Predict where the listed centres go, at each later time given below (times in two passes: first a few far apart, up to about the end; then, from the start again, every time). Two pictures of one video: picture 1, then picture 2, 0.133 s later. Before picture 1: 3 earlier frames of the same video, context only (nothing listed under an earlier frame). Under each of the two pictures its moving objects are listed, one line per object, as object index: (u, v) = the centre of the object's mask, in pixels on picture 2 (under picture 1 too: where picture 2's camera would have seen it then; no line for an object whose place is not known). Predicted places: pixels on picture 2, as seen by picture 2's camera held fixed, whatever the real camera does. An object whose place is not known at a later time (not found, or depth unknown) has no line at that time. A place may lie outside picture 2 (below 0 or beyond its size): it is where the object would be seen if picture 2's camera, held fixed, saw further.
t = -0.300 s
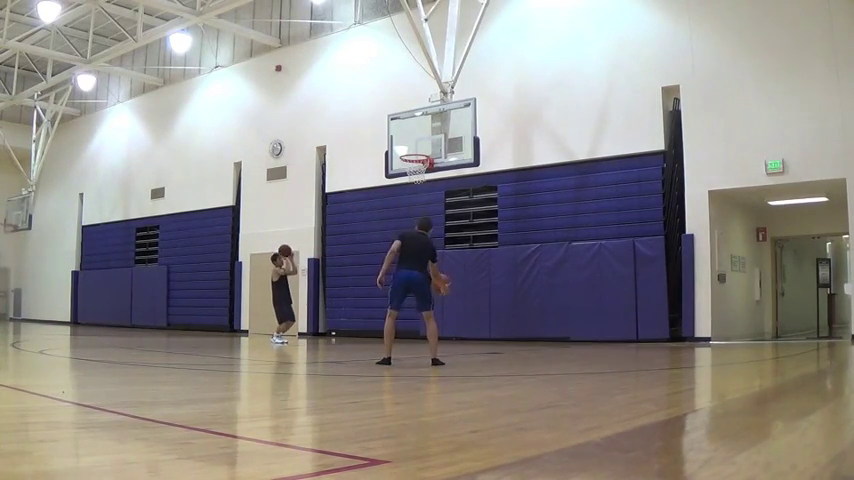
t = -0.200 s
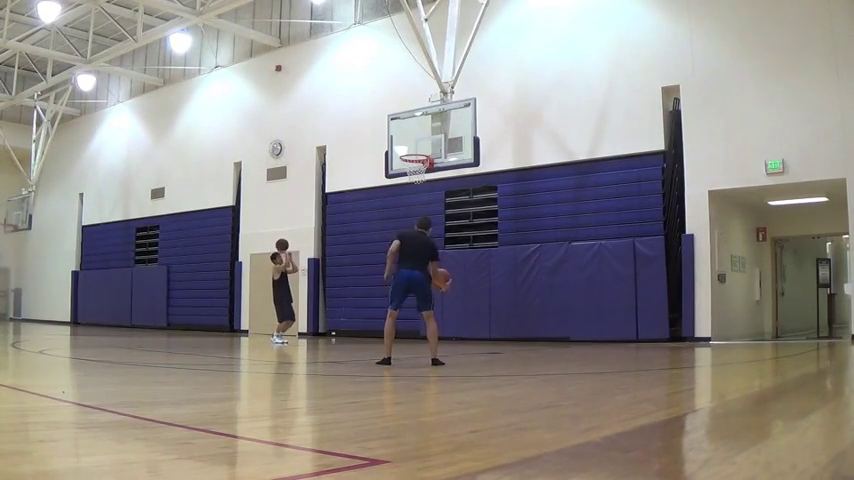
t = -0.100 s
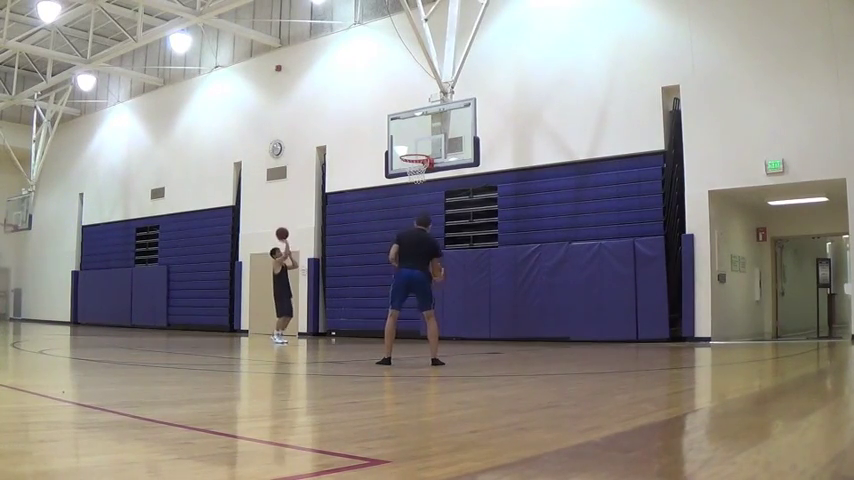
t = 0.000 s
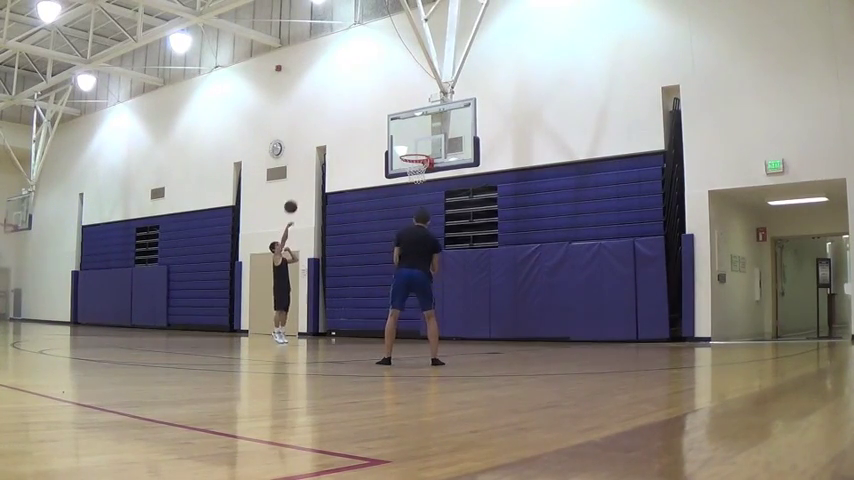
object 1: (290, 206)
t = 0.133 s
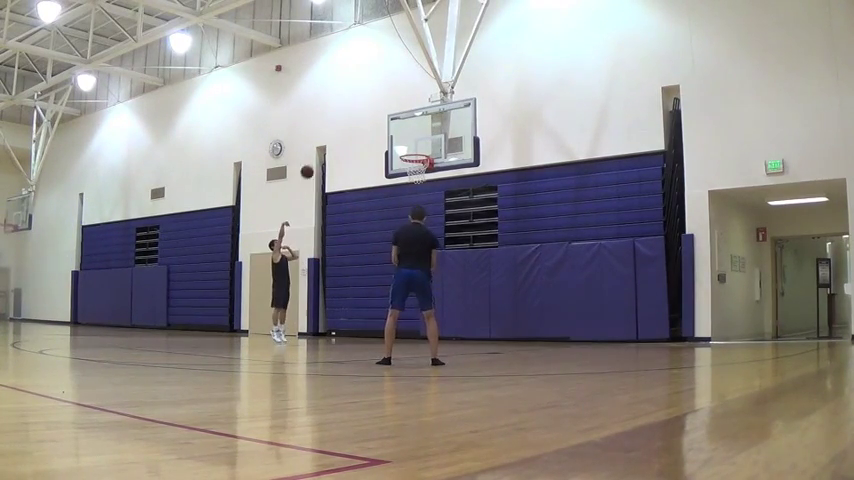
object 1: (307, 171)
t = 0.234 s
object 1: (319, 151)
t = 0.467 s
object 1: (348, 124)
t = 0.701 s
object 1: (377, 126)
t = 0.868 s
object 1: (399, 147)
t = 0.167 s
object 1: (311, 164)
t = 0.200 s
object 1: (315, 158)
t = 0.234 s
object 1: (319, 151)
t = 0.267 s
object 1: (323, 146)
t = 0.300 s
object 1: (327, 141)
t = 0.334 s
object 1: (331, 136)
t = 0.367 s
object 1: (335, 132)
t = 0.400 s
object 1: (340, 129)
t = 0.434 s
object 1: (344, 126)
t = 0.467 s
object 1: (348, 124)
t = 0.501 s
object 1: (352, 123)
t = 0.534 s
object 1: (356, 122)
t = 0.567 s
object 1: (360, 121)
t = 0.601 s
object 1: (364, 121)
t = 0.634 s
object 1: (369, 122)
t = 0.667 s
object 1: (373, 124)
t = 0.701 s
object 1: (377, 126)
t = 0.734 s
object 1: (381, 129)
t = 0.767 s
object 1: (386, 132)
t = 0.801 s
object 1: (390, 136)
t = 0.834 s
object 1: (394, 141)
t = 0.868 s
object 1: (399, 147)
